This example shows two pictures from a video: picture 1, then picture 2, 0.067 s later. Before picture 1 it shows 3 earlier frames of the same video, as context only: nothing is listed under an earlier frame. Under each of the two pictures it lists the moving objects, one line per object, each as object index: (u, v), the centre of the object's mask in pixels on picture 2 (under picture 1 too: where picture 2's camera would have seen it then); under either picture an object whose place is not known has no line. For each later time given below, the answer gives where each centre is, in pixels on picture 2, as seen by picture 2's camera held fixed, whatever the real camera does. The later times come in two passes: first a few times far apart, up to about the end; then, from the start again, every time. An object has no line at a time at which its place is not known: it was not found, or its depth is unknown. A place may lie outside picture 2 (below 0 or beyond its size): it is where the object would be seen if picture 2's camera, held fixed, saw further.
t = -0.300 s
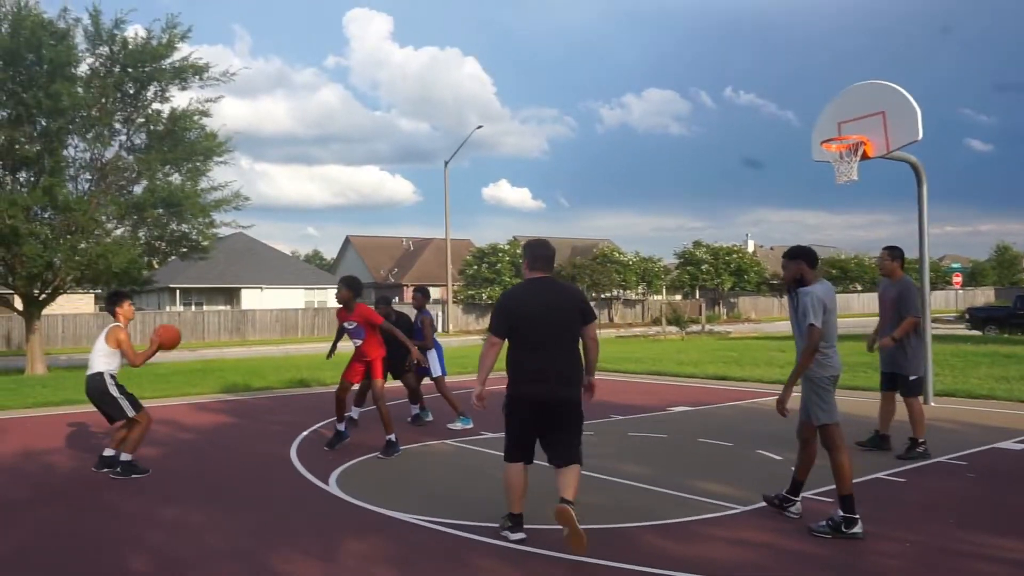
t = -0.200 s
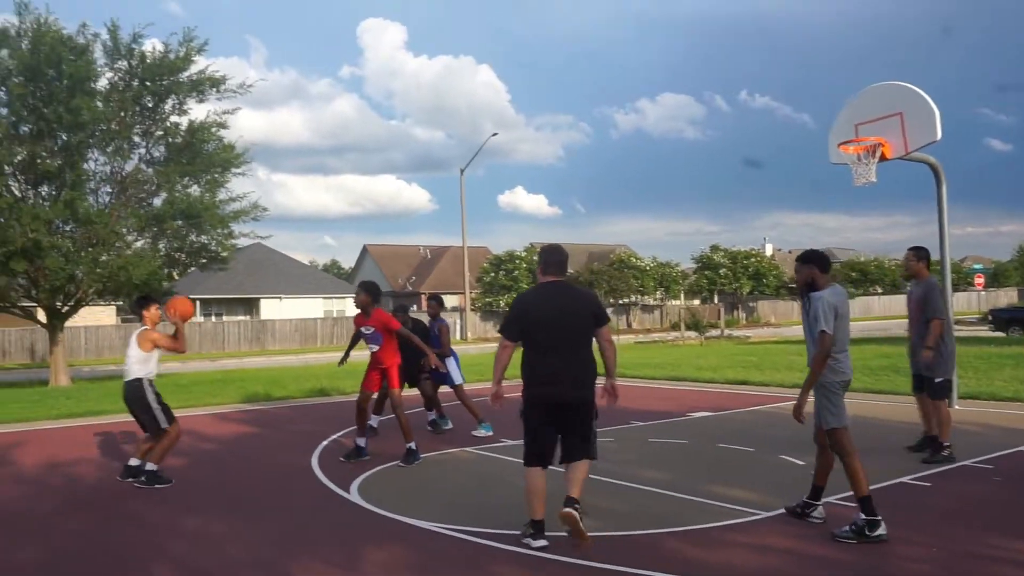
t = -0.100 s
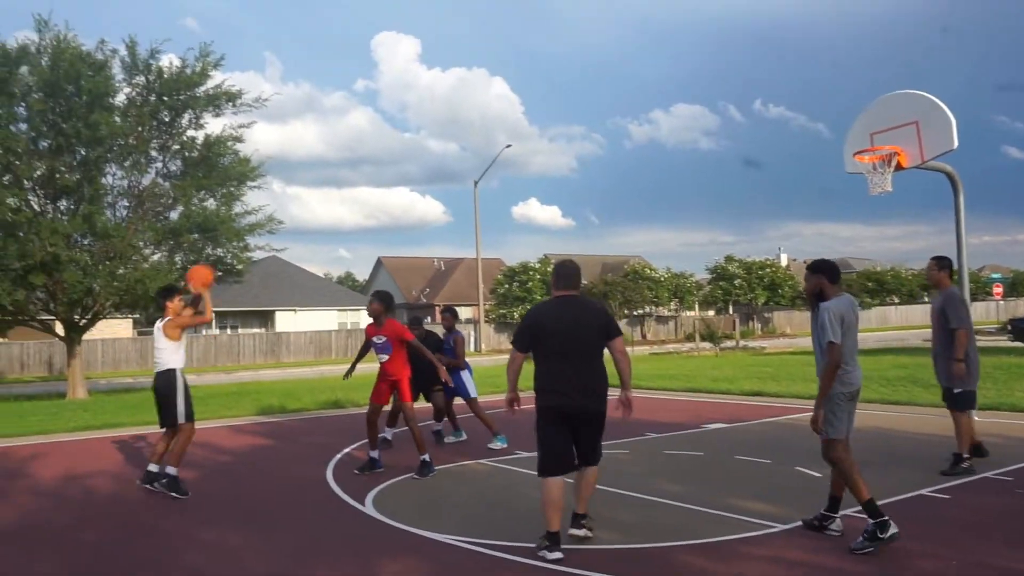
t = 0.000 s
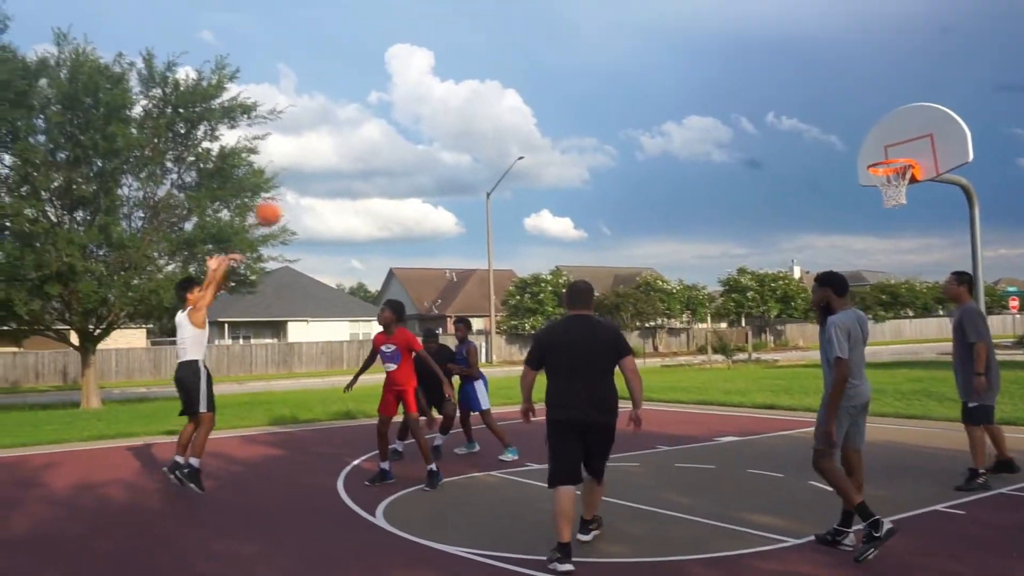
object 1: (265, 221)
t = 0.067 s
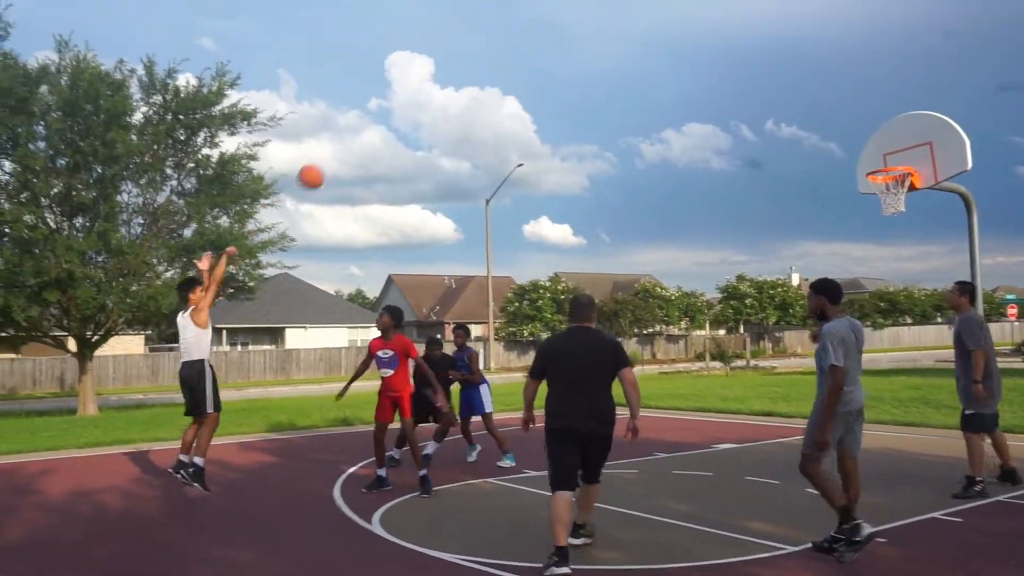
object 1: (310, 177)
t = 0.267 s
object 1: (436, 80)
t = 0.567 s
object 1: (602, 19)
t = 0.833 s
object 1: (732, 38)
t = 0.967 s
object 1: (792, 69)
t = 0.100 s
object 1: (337, 157)
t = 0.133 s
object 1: (356, 138)
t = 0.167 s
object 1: (372, 122)
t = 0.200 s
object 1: (392, 107)
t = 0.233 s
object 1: (415, 92)
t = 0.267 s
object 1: (436, 80)
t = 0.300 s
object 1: (455, 69)
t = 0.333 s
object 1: (476, 59)
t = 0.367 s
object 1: (494, 50)
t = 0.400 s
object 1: (513, 41)
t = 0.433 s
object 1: (531, 35)
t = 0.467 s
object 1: (550, 29)
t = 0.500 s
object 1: (567, 25)
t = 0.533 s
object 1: (585, 21)
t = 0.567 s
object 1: (602, 19)
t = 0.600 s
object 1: (618, 17)
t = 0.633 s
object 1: (634, 17)
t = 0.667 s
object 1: (651, 18)
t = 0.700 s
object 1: (668, 20)
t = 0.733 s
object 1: (684, 23)
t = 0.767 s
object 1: (700, 27)
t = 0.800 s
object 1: (716, 32)
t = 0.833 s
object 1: (732, 38)
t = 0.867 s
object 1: (747, 44)
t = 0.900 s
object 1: (763, 52)
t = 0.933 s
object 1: (777, 60)
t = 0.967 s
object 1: (792, 69)
